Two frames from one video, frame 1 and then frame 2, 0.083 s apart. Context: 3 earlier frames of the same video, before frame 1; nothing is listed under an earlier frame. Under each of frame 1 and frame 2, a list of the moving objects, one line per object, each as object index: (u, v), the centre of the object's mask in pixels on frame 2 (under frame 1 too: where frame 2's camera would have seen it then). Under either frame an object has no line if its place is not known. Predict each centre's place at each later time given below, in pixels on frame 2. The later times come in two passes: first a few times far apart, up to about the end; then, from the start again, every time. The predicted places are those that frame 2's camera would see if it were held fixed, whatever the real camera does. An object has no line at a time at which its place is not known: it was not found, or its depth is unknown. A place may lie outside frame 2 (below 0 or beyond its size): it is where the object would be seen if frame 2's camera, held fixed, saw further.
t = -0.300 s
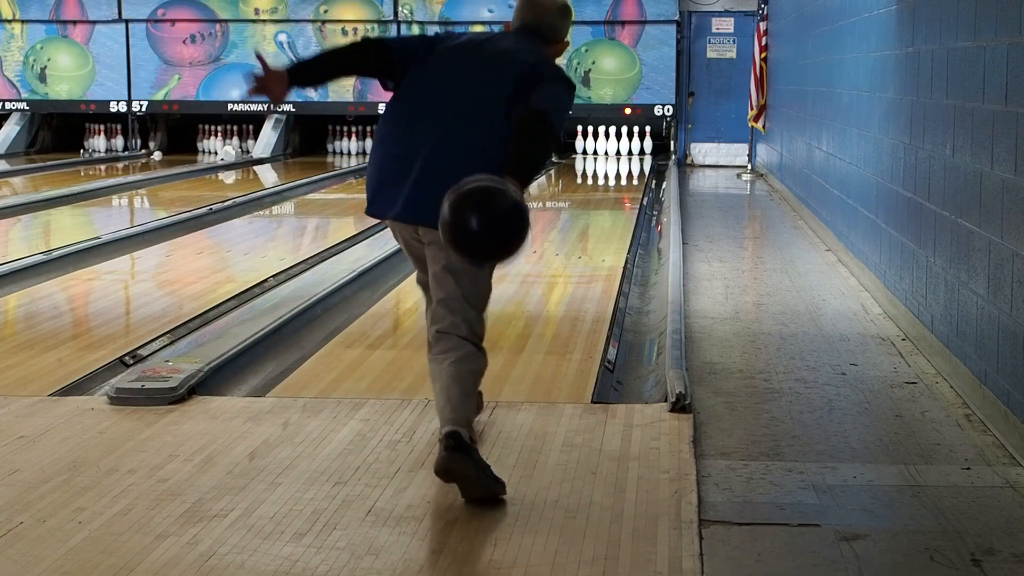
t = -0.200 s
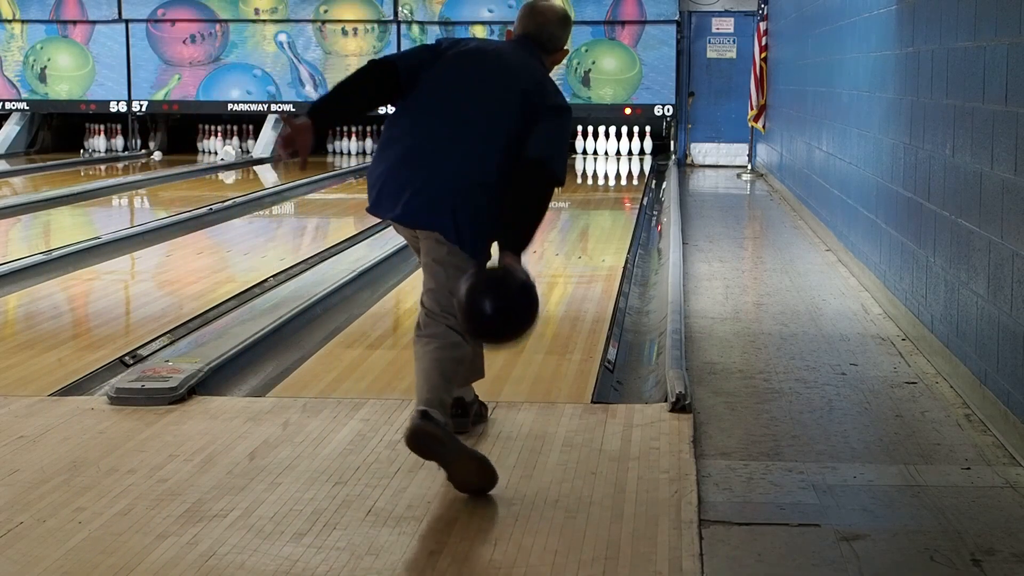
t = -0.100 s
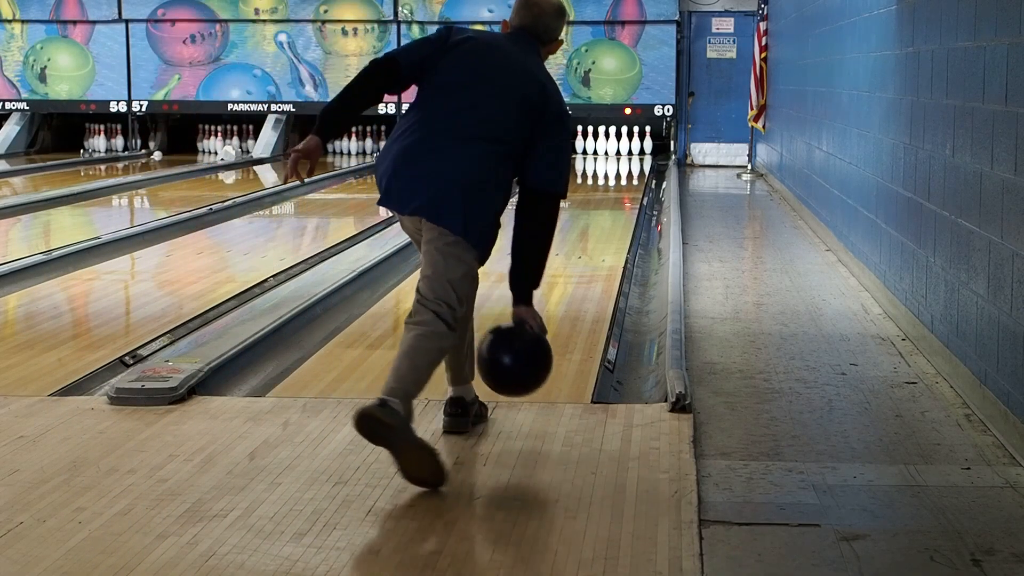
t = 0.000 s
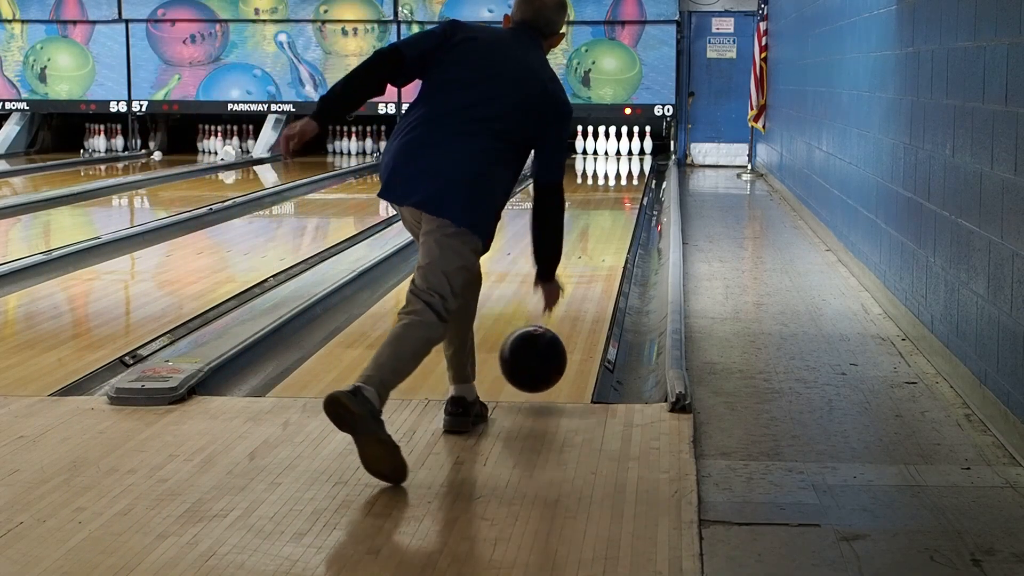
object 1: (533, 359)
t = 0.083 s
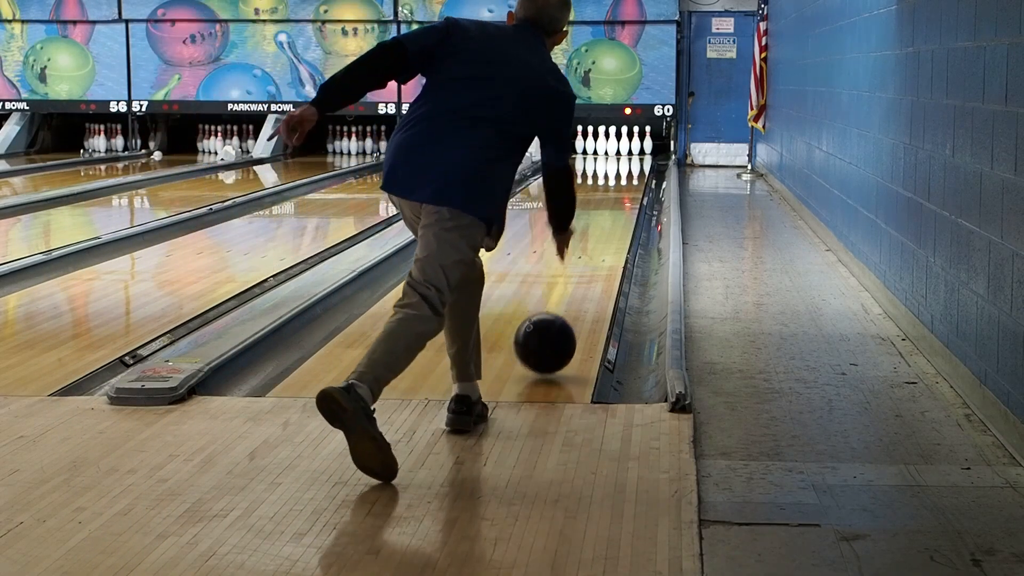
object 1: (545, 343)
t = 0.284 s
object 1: (567, 299)
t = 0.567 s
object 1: (588, 255)
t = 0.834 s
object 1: (600, 230)
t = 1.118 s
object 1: (609, 210)
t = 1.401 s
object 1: (615, 195)
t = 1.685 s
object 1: (618, 184)
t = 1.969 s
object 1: (621, 174)
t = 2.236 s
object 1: (622, 168)
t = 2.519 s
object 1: (623, 162)
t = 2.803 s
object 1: (623, 158)
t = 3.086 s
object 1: (619, 154)
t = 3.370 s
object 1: (616, 150)
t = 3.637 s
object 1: (614, 147)
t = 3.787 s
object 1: (611, 146)
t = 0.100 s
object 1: (547, 339)
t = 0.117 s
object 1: (549, 336)
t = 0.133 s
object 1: (551, 332)
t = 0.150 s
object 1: (553, 328)
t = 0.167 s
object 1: (555, 325)
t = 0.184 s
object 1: (557, 321)
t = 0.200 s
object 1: (559, 317)
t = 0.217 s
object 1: (560, 313)
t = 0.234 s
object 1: (562, 310)
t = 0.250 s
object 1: (564, 306)
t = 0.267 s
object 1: (565, 303)
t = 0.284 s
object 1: (567, 299)
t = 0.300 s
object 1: (568, 296)
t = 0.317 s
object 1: (570, 293)
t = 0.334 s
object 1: (571, 290)
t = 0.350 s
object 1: (573, 287)
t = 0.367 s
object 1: (574, 284)
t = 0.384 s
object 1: (575, 281)
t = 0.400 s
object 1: (577, 278)
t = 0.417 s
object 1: (578, 276)
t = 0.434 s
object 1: (579, 273)
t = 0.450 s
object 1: (580, 271)
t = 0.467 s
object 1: (581, 268)
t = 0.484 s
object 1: (583, 266)
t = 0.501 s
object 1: (584, 264)
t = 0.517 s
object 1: (585, 262)
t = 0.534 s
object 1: (586, 260)
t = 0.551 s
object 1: (587, 257)
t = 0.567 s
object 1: (588, 255)
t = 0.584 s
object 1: (588, 253)
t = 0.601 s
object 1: (589, 251)
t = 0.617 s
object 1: (590, 250)
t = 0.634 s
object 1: (591, 248)
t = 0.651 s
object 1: (592, 246)
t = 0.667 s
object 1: (593, 245)
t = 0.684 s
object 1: (594, 243)
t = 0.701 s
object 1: (594, 241)
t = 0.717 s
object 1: (595, 240)
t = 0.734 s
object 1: (596, 238)
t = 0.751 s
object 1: (597, 237)
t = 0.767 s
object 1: (597, 235)
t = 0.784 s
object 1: (598, 234)
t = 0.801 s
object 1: (599, 233)
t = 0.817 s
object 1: (599, 231)
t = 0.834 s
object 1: (600, 230)
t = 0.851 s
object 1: (601, 229)
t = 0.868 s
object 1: (601, 227)
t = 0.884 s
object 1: (602, 226)
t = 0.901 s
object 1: (602, 225)
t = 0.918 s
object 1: (603, 224)
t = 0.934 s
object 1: (603, 223)
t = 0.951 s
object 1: (604, 221)
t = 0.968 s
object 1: (605, 220)
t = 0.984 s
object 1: (605, 219)
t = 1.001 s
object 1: (606, 218)
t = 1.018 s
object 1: (606, 217)
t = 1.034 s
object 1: (607, 216)
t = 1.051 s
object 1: (607, 215)
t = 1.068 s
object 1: (607, 213)
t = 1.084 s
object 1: (608, 212)
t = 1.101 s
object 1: (608, 211)
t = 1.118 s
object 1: (609, 210)
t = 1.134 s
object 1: (609, 209)
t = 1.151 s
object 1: (610, 208)
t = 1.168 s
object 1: (610, 207)
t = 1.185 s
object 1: (610, 206)
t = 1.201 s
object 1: (611, 206)
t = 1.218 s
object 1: (611, 205)
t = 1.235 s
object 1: (612, 204)
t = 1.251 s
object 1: (612, 203)
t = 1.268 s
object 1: (612, 202)
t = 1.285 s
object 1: (612, 201)
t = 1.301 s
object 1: (613, 200)
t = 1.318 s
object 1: (613, 199)
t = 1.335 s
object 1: (614, 198)
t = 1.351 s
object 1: (614, 198)
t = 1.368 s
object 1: (614, 197)
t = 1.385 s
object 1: (614, 196)
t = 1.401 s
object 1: (615, 195)
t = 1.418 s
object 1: (615, 195)
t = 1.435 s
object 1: (615, 194)
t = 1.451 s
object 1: (615, 193)
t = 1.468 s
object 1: (616, 192)
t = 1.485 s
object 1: (616, 192)
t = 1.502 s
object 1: (616, 191)
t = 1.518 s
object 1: (616, 190)
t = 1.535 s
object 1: (617, 189)
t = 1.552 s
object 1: (617, 189)
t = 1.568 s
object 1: (617, 188)
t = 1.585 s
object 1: (617, 188)
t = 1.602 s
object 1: (617, 187)
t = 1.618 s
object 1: (618, 186)
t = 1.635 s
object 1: (618, 185)
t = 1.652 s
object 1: (618, 185)
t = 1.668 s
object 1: (618, 184)
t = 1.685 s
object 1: (618, 184)
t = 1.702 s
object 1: (619, 183)
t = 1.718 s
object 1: (618, 182)
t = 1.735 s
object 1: (619, 182)
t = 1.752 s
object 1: (619, 181)
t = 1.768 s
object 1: (619, 181)
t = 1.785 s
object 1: (619, 180)
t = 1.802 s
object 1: (619, 179)
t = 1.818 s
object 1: (620, 179)
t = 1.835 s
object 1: (620, 178)
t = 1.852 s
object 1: (620, 178)
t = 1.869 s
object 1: (620, 177)
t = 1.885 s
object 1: (620, 177)
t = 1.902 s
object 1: (620, 176)
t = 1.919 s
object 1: (620, 176)
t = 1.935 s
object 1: (621, 175)
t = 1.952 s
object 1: (621, 175)
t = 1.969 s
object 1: (621, 174)
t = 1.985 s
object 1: (621, 174)
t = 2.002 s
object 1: (621, 173)
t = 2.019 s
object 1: (621, 173)
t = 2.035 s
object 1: (621, 173)
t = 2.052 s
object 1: (621, 172)
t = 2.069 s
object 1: (621, 172)
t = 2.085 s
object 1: (621, 171)
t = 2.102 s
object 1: (622, 171)
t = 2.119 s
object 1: (622, 171)
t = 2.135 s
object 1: (622, 170)
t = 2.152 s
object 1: (622, 170)
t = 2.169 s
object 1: (622, 170)
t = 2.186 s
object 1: (622, 169)
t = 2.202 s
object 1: (622, 169)
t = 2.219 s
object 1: (622, 168)
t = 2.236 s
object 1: (622, 168)
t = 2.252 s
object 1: (622, 168)
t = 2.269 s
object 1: (622, 167)
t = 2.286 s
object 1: (622, 167)
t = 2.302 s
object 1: (622, 167)
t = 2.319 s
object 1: (623, 166)
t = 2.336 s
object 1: (622, 166)
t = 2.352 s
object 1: (623, 166)
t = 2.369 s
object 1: (623, 165)
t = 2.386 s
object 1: (622, 165)
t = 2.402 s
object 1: (623, 164)
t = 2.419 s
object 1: (623, 164)
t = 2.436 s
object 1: (623, 164)
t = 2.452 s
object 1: (623, 163)
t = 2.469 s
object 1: (623, 163)
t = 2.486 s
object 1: (623, 163)
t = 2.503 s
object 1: (623, 163)
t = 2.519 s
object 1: (623, 162)
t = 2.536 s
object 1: (623, 162)
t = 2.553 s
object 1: (623, 162)
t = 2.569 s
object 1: (623, 162)
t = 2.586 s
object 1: (623, 161)
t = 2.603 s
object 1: (623, 161)
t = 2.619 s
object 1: (623, 161)
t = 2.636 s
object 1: (623, 161)
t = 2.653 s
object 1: (623, 161)
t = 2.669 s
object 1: (623, 160)
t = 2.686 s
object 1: (623, 160)
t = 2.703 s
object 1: (623, 160)
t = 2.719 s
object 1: (623, 160)
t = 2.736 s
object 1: (623, 159)
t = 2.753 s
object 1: (623, 159)
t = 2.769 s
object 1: (623, 159)
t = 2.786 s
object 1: (623, 158)
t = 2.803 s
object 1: (623, 158)
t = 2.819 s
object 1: (623, 158)
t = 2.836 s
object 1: (623, 158)
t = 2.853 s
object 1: (623, 158)
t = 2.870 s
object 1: (622, 157)
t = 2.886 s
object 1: (622, 157)
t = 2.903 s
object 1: (622, 157)
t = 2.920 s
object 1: (622, 157)
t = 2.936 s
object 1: (622, 157)
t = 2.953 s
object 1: (622, 156)
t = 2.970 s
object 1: (622, 156)
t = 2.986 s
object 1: (621, 156)
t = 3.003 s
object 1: (621, 156)
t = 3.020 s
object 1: (621, 156)
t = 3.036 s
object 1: (621, 155)
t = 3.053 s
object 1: (621, 155)
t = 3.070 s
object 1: (621, 155)
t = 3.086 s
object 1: (619, 154)
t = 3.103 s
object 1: (619, 153)
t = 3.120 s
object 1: (619, 153)
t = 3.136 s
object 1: (619, 153)
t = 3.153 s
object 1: (619, 153)
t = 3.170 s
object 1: (619, 152)
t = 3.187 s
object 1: (618, 152)
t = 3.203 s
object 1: (618, 152)
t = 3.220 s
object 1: (618, 152)
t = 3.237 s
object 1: (618, 152)
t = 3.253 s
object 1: (617, 151)
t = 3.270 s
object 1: (617, 151)
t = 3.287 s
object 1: (617, 151)
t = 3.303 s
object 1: (617, 151)
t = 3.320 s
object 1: (617, 150)
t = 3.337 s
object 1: (616, 150)
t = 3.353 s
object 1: (616, 150)
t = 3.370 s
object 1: (616, 150)
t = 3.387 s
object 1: (616, 149)
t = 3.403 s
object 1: (616, 149)
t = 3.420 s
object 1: (615, 149)
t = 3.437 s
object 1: (616, 149)
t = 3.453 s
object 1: (616, 148)
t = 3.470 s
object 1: (616, 148)
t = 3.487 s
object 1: (616, 148)
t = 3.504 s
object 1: (616, 148)
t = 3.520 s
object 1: (616, 148)
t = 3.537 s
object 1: (616, 148)
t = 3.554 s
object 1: (616, 148)
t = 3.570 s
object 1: (616, 148)
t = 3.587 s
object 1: (615, 147)
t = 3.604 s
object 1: (615, 148)
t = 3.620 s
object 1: (615, 148)
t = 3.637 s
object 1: (614, 147)
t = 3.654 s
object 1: (614, 147)
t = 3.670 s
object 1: (614, 147)
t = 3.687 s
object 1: (613, 147)
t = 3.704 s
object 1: (613, 146)
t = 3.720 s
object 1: (612, 146)
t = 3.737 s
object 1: (612, 146)
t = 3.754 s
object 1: (612, 146)
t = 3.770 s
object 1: (611, 146)
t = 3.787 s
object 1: (611, 146)
